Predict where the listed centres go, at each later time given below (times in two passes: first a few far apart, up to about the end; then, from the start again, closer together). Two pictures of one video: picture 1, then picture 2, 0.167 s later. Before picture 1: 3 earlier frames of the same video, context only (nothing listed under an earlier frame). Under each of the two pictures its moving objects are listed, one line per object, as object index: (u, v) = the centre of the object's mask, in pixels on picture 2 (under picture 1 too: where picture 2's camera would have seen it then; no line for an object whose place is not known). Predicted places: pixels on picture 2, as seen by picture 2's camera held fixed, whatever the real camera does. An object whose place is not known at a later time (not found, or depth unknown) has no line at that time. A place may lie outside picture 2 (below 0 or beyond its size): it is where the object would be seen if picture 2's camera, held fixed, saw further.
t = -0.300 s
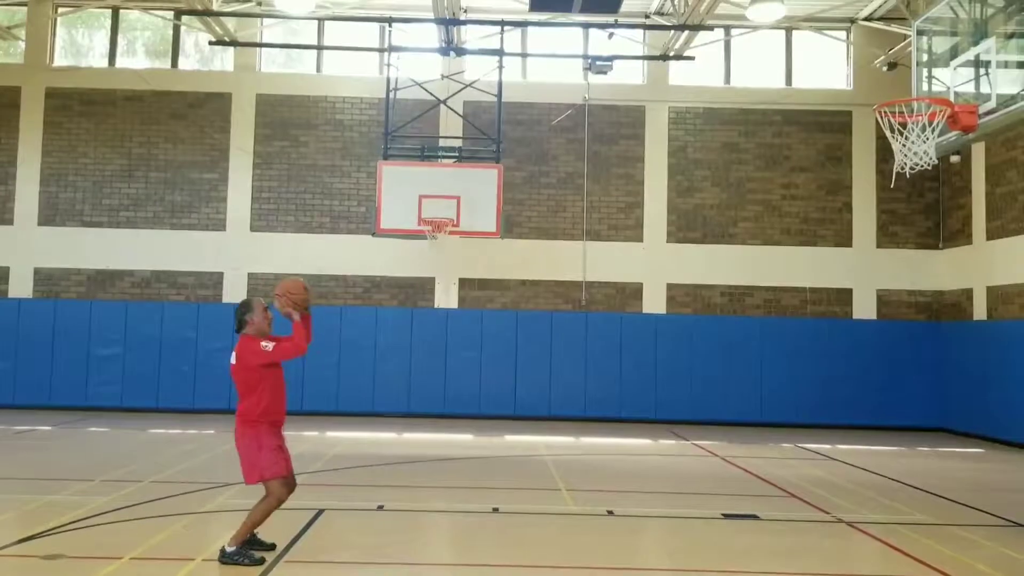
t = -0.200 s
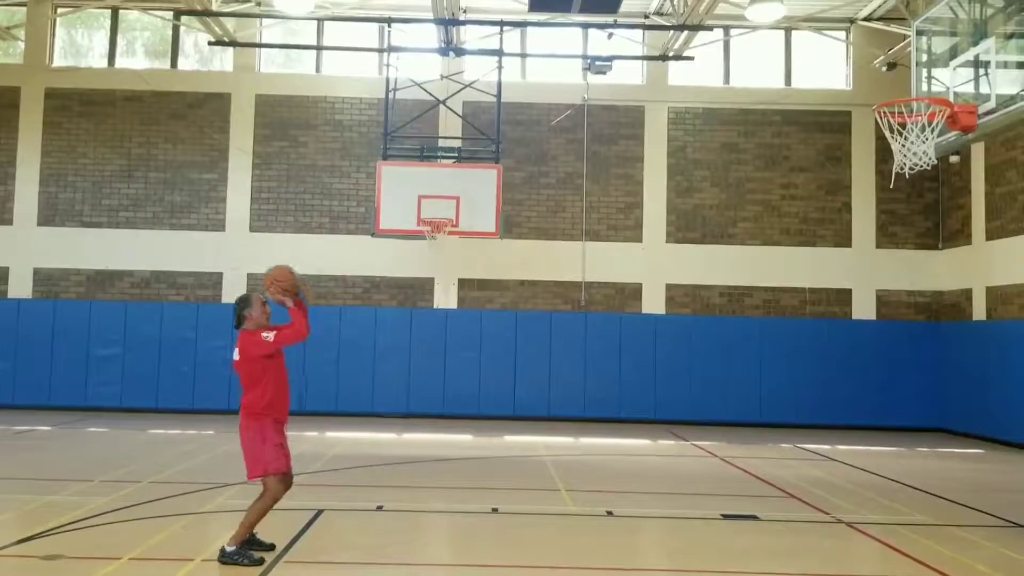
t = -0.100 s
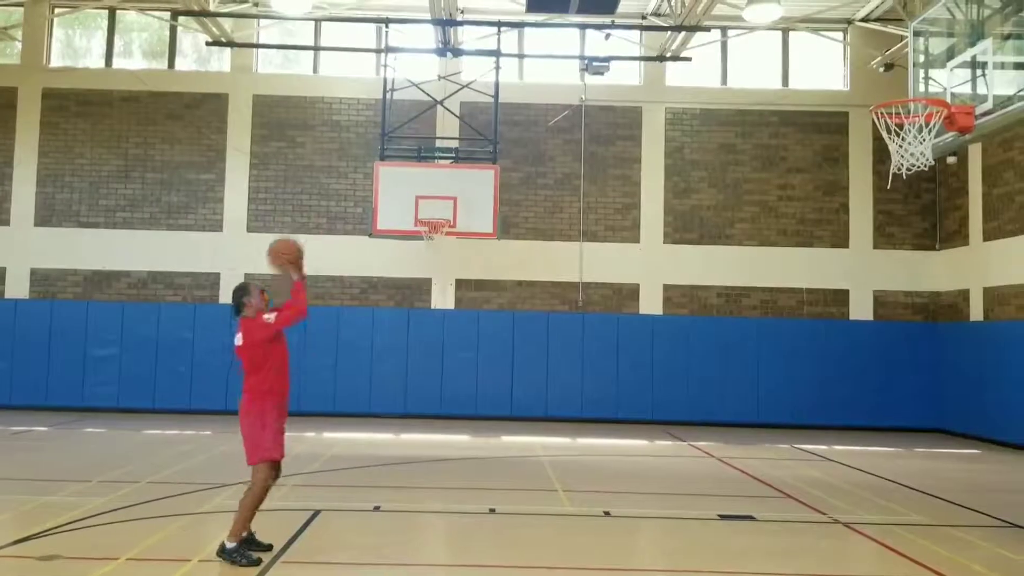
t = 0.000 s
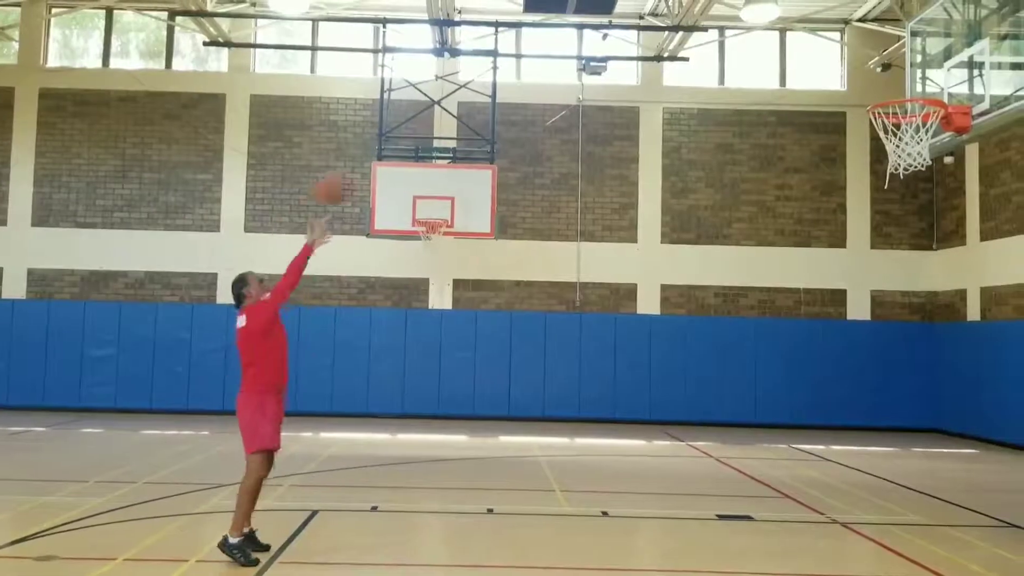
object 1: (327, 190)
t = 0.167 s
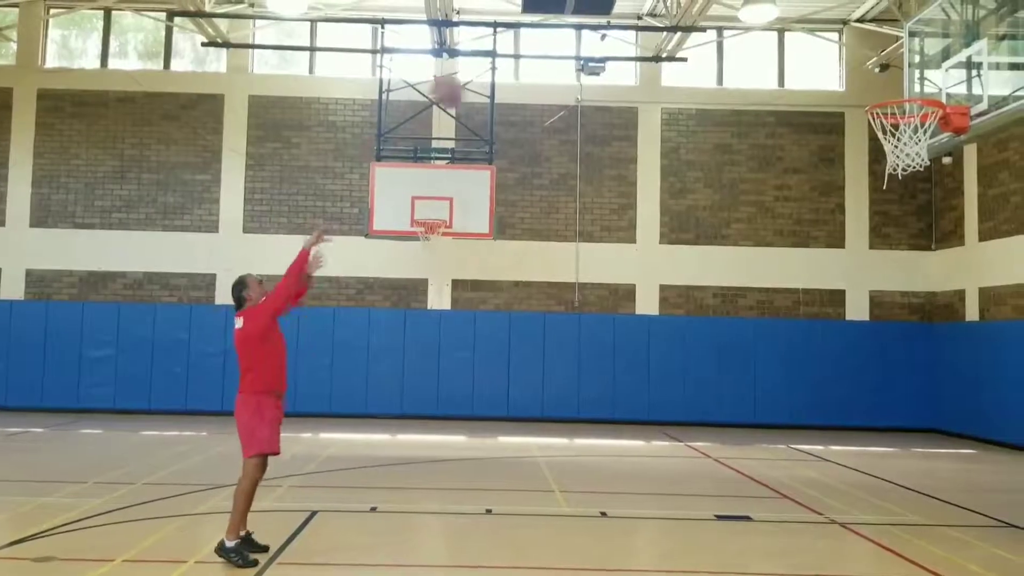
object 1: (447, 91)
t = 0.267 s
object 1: (514, 51)
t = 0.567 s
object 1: (713, 14)
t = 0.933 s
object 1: (921, 161)
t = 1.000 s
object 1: (902, 177)
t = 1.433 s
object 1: (822, 535)
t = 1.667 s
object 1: (769, 394)
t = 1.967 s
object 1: (699, 289)
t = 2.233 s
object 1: (635, 302)
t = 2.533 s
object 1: (563, 442)
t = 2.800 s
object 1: (507, 461)
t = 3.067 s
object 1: (456, 382)
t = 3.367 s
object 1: (395, 415)
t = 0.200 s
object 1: (468, 77)
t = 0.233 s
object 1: (491, 63)
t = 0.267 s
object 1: (514, 51)
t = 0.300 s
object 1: (536, 40)
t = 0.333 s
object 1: (559, 30)
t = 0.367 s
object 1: (582, 22)
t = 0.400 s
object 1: (602, 16)
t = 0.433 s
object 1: (624, 14)
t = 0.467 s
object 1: (647, 12)
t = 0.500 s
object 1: (670, 12)
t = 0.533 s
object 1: (690, 13)
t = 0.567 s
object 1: (713, 14)
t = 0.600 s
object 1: (735, 17)
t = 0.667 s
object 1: (780, 31)
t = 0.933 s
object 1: (921, 161)
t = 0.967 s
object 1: (907, 168)
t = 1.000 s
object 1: (902, 177)
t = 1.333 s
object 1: (841, 423)
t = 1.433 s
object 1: (822, 535)
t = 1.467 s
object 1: (816, 537)
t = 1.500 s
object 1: (808, 511)
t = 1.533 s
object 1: (801, 484)
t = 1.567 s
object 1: (792, 461)
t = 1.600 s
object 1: (784, 434)
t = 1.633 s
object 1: (776, 413)
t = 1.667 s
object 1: (769, 394)
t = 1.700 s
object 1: (761, 376)
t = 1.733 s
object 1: (752, 360)
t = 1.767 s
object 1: (746, 346)
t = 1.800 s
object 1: (737, 332)
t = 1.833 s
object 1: (730, 321)
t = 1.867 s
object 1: (722, 309)
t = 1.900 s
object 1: (715, 302)
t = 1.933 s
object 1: (704, 295)
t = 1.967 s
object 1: (699, 289)
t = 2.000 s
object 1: (690, 285)
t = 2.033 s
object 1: (683, 282)
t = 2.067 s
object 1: (675, 281)
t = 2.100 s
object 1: (666, 283)
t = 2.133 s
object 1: (659, 286)
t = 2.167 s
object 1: (651, 290)
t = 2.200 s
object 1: (645, 295)
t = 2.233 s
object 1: (635, 302)
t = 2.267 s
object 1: (628, 311)
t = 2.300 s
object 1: (620, 323)
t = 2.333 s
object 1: (612, 333)
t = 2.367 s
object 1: (604, 347)
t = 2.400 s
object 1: (596, 361)
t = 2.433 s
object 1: (587, 379)
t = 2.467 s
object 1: (579, 398)
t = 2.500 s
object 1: (572, 417)
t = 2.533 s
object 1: (563, 442)
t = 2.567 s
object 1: (555, 467)
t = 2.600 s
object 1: (545, 491)
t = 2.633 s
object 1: (538, 520)
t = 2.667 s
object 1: (529, 537)
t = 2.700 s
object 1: (523, 515)
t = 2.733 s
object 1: (518, 495)
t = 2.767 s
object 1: (512, 478)
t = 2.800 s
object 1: (507, 461)
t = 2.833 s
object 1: (500, 445)
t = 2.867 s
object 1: (494, 430)
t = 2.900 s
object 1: (488, 418)
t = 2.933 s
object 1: (482, 408)
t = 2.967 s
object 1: (475, 399)
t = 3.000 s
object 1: (468, 392)
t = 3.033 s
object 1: (462, 386)
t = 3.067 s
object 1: (456, 382)
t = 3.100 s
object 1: (449, 378)
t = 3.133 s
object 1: (443, 378)
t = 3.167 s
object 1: (436, 379)
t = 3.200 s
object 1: (430, 380)
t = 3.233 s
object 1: (423, 385)
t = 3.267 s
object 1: (417, 389)
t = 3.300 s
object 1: (410, 395)
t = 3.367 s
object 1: (395, 415)
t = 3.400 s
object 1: (387, 427)
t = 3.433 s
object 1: (381, 442)
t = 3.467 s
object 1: (373, 457)
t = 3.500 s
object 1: (367, 473)
